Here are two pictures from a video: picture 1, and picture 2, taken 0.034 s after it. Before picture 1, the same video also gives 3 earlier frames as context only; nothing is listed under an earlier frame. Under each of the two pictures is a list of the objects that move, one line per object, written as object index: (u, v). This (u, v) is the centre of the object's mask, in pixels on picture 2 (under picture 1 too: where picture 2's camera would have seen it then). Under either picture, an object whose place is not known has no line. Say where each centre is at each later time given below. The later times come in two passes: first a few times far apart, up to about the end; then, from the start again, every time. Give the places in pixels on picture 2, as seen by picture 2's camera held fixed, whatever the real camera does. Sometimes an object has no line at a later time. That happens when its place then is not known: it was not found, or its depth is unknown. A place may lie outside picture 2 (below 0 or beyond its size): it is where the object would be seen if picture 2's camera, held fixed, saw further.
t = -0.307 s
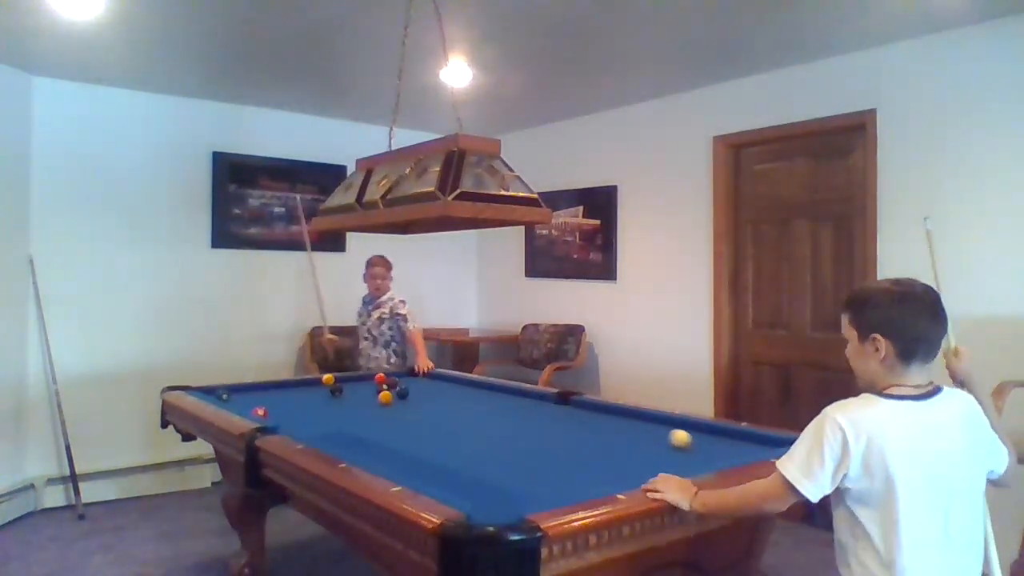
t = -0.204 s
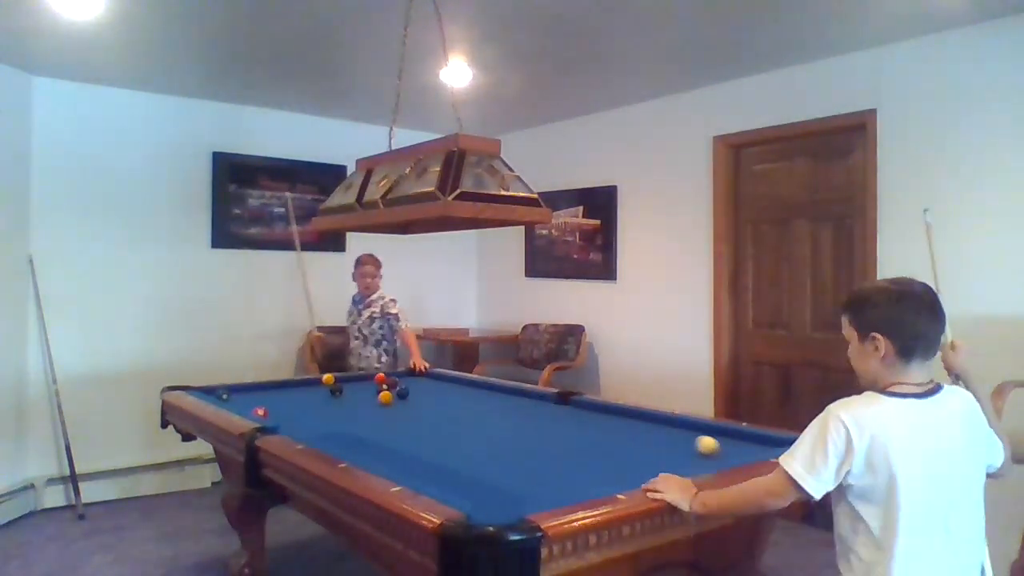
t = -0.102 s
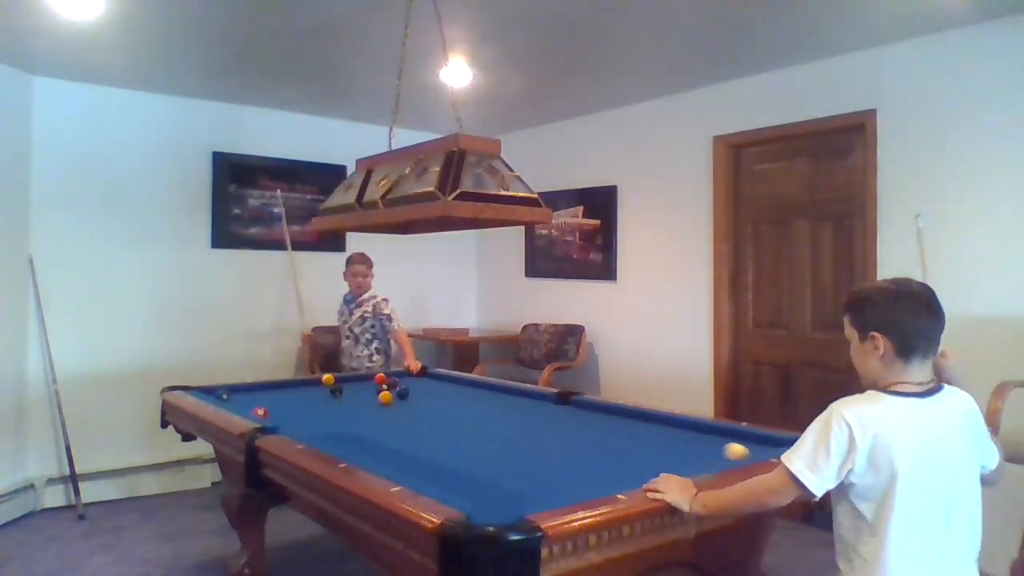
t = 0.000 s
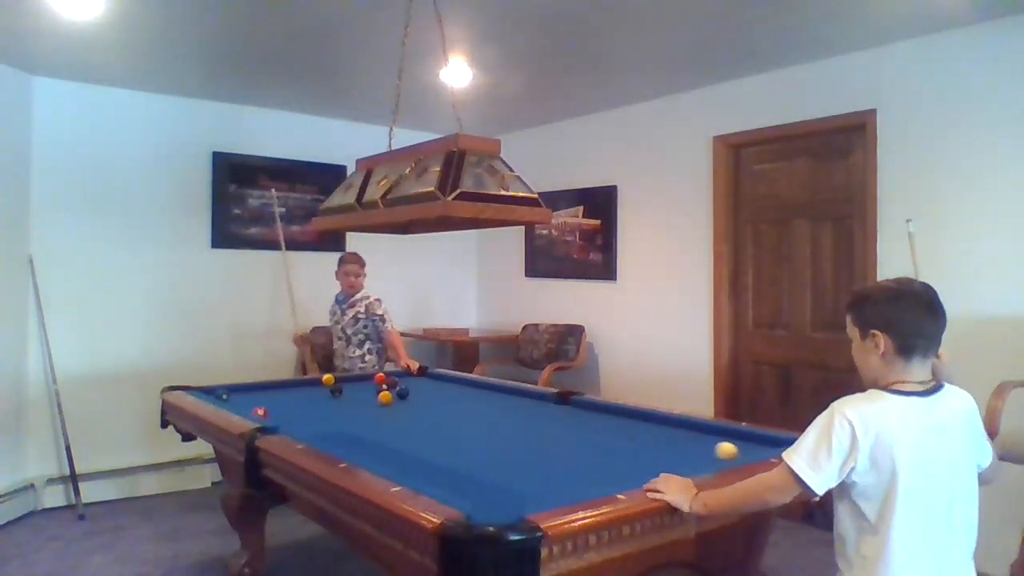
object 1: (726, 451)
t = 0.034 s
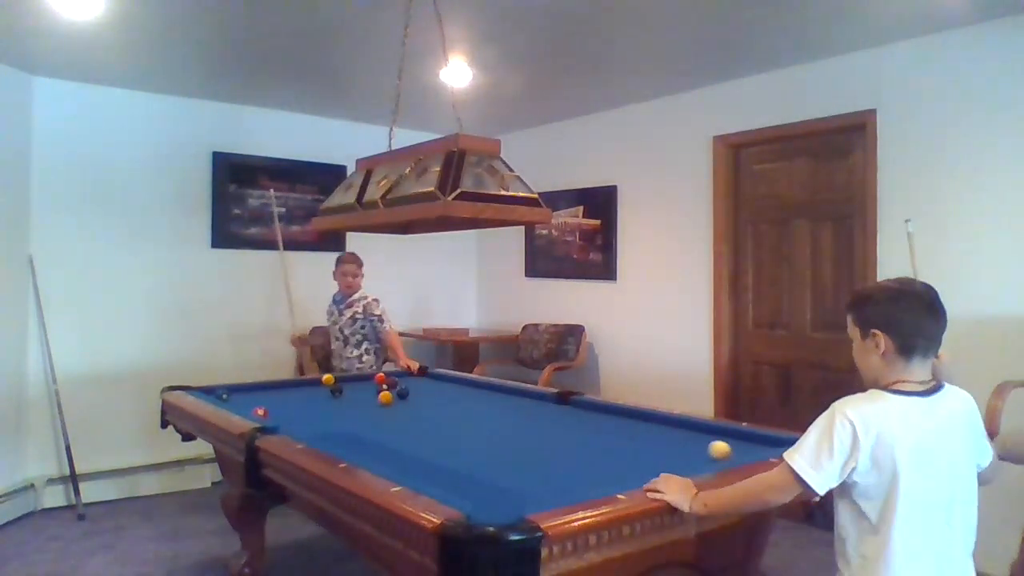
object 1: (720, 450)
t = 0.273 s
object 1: (678, 443)
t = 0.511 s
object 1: (642, 437)
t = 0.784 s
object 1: (605, 430)
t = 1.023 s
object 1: (576, 425)
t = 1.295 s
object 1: (548, 420)
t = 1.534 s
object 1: (525, 416)
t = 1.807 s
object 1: (502, 412)
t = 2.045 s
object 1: (483, 409)
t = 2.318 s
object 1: (465, 406)
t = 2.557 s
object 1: (449, 404)
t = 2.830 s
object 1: (433, 401)
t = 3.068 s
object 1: (420, 399)
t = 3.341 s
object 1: (407, 396)
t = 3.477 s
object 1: (401, 395)
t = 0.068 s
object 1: (713, 449)
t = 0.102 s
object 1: (707, 448)
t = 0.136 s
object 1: (702, 447)
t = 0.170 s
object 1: (695, 446)
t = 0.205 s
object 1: (689, 445)
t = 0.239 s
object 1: (683, 444)
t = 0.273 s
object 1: (678, 443)
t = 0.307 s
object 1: (673, 442)
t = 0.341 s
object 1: (667, 441)
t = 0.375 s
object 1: (662, 440)
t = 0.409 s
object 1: (656, 439)
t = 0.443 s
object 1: (651, 438)
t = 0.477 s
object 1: (646, 437)
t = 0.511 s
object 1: (642, 437)
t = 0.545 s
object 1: (637, 436)
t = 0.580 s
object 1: (632, 435)
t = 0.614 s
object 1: (627, 434)
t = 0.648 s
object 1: (622, 433)
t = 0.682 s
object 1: (618, 432)
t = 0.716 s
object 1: (614, 431)
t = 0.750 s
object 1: (609, 431)
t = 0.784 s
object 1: (605, 430)
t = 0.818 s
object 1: (601, 429)
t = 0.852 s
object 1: (596, 428)
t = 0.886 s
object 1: (592, 428)
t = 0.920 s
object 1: (588, 427)
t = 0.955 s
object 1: (584, 426)
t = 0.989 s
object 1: (580, 426)
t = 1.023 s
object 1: (576, 425)
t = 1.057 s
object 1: (573, 424)
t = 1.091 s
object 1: (569, 423)
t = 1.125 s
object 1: (565, 423)
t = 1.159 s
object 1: (562, 422)
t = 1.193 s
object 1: (558, 422)
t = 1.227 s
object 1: (555, 421)
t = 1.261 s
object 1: (551, 421)
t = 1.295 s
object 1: (548, 420)
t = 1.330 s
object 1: (544, 419)
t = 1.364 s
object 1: (541, 419)
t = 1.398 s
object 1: (538, 418)
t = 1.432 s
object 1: (535, 417)
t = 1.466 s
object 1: (531, 417)
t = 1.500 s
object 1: (528, 417)
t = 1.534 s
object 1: (525, 416)
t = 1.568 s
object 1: (522, 415)
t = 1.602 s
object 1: (519, 415)
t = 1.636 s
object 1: (516, 414)
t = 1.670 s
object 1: (513, 414)
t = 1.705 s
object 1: (510, 414)
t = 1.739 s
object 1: (508, 413)
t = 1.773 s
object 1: (505, 413)
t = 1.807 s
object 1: (502, 412)
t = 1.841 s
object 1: (499, 412)
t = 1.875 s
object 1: (497, 411)
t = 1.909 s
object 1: (494, 411)
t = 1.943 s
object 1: (492, 410)
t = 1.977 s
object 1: (489, 410)
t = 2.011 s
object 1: (486, 410)
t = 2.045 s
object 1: (483, 409)
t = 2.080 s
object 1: (481, 409)
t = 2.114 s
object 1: (479, 408)
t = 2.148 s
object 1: (476, 408)
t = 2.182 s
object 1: (474, 407)
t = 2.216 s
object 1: (471, 407)
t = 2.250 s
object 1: (469, 407)
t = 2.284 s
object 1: (467, 407)
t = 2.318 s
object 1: (465, 406)
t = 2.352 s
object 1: (462, 405)
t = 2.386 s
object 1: (460, 405)
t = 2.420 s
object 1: (458, 405)
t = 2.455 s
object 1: (455, 404)
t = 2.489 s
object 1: (453, 404)
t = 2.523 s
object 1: (451, 404)
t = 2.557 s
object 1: (449, 404)
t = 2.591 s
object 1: (447, 403)
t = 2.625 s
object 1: (444, 403)
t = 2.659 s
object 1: (442, 402)
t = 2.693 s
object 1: (440, 402)
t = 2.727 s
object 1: (439, 402)
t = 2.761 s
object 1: (437, 402)
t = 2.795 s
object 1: (435, 401)
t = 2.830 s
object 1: (433, 401)
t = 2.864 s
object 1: (431, 401)
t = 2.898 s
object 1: (429, 400)
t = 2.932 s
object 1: (427, 400)
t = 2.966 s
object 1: (426, 400)
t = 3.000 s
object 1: (424, 399)
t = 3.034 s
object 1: (422, 399)
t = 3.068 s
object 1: (420, 399)
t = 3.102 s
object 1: (418, 398)
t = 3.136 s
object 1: (417, 398)
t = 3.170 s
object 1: (415, 398)
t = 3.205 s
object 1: (414, 397)
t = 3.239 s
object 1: (412, 397)
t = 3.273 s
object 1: (410, 397)
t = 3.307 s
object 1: (409, 397)
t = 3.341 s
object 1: (407, 396)
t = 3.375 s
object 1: (405, 396)
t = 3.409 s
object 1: (404, 396)
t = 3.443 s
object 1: (403, 396)
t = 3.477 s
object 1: (401, 395)
